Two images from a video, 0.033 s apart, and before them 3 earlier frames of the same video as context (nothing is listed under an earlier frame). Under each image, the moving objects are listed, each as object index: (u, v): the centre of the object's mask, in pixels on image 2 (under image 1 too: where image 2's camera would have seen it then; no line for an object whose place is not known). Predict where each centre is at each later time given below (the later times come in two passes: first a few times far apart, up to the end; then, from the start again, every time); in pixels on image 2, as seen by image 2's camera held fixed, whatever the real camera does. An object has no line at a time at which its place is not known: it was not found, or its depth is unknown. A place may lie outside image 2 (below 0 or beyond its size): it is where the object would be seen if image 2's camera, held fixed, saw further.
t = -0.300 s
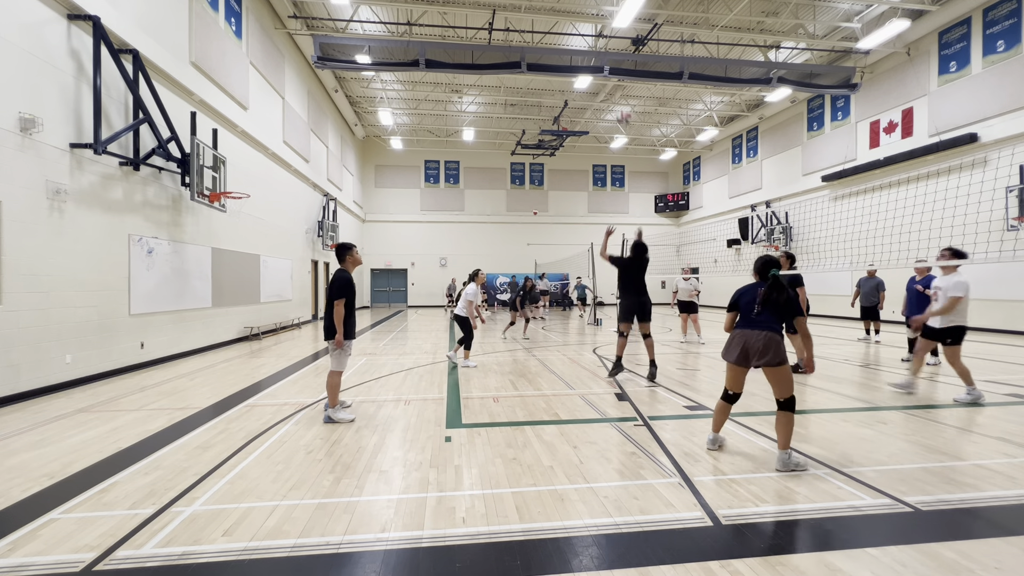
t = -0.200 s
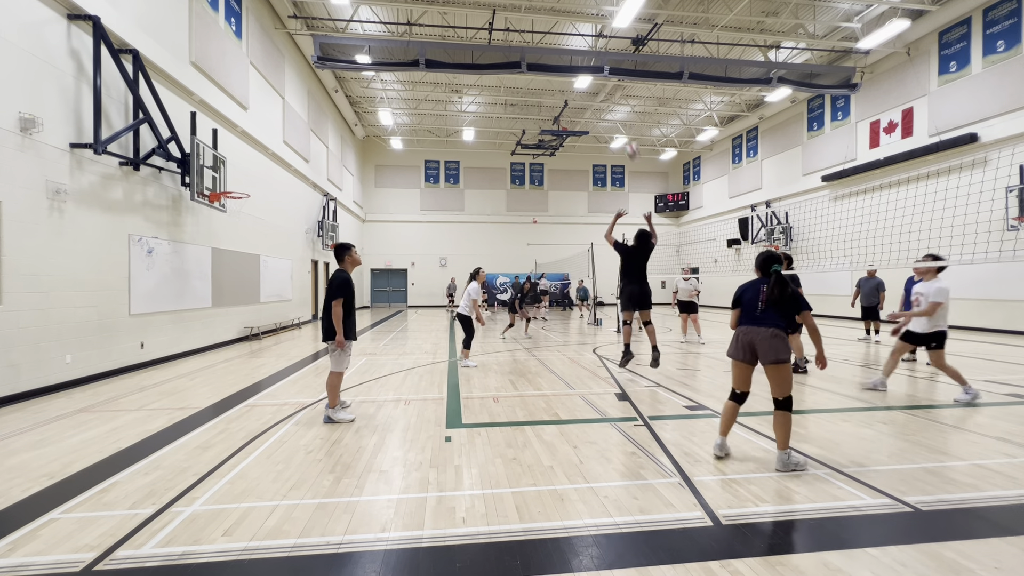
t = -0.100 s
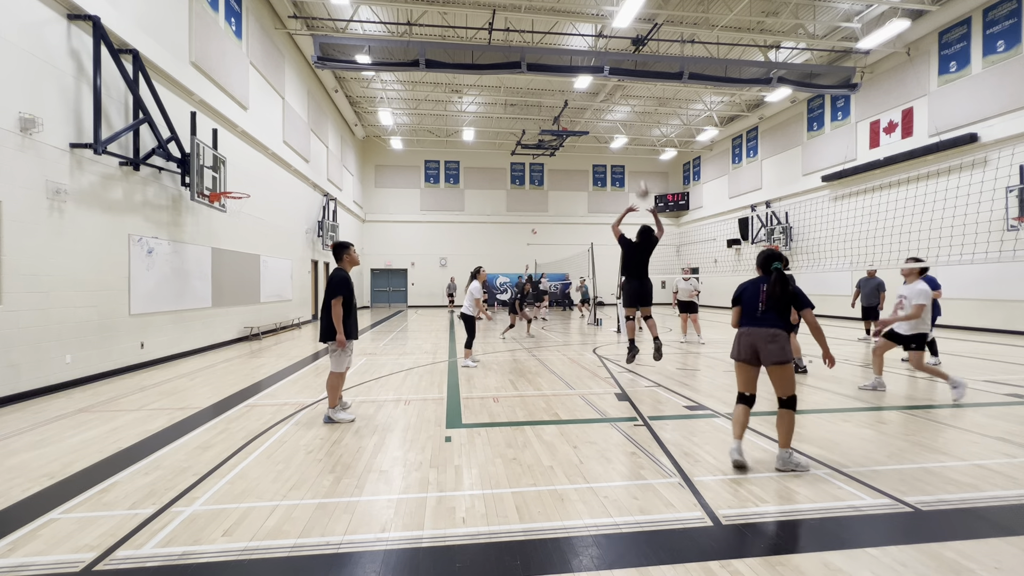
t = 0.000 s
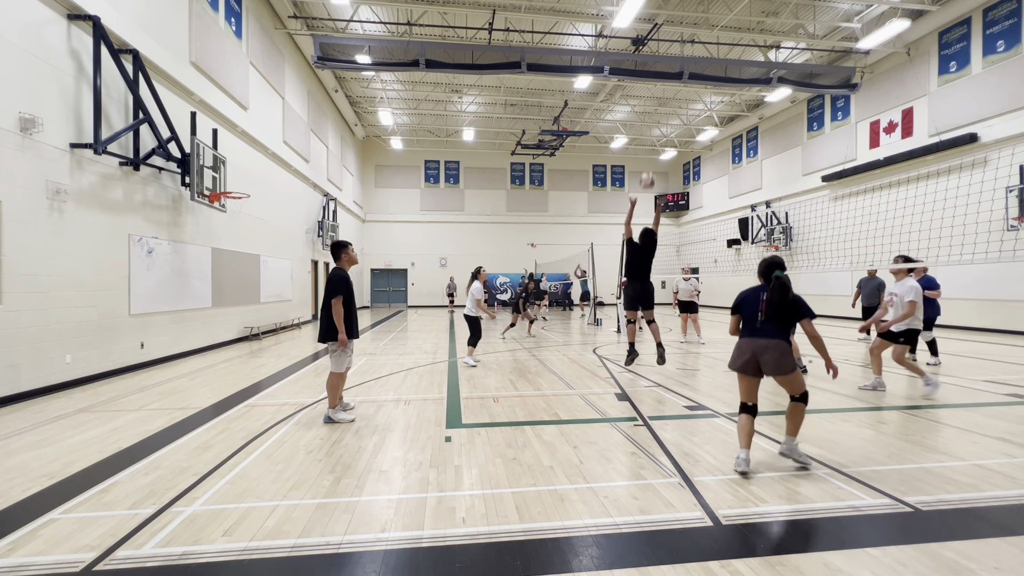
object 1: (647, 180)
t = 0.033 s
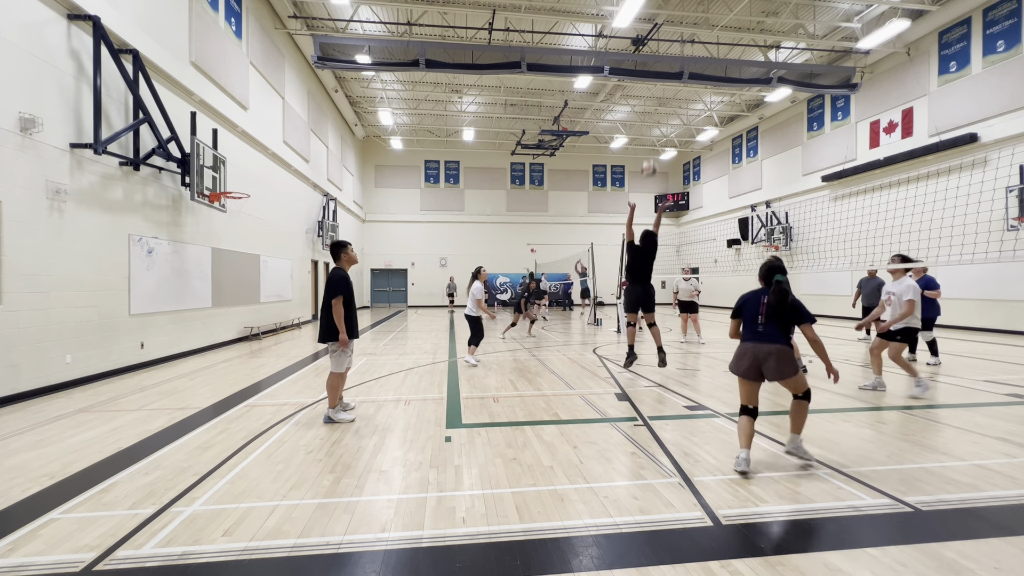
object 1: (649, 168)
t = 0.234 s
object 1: (659, 107)
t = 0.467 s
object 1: (676, 66)
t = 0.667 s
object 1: (695, 69)
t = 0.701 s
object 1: (698, 73)
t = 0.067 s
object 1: (650, 157)
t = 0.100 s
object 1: (652, 146)
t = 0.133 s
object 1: (654, 135)
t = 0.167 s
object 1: (656, 125)
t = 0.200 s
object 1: (658, 114)
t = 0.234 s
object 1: (659, 107)
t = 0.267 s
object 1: (662, 98)
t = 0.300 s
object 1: (664, 91)
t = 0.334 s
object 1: (666, 84)
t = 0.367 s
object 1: (669, 78)
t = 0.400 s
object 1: (671, 73)
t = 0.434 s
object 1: (674, 70)
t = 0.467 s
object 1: (676, 66)
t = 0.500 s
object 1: (679, 64)
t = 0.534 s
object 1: (682, 63)
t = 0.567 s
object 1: (685, 63)
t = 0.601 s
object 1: (688, 63)
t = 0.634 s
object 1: (691, 65)
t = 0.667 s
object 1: (695, 69)
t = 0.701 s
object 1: (698, 73)
